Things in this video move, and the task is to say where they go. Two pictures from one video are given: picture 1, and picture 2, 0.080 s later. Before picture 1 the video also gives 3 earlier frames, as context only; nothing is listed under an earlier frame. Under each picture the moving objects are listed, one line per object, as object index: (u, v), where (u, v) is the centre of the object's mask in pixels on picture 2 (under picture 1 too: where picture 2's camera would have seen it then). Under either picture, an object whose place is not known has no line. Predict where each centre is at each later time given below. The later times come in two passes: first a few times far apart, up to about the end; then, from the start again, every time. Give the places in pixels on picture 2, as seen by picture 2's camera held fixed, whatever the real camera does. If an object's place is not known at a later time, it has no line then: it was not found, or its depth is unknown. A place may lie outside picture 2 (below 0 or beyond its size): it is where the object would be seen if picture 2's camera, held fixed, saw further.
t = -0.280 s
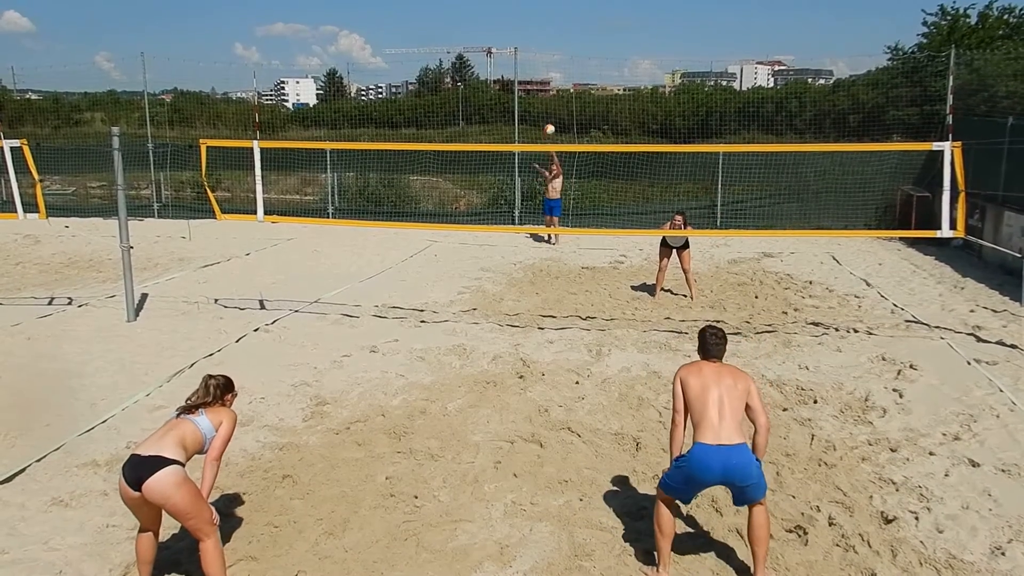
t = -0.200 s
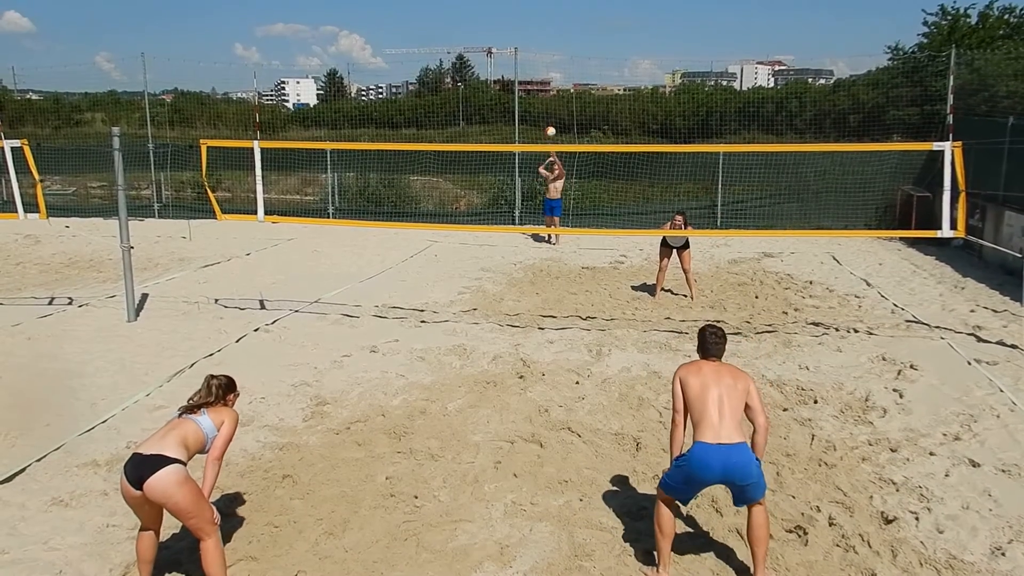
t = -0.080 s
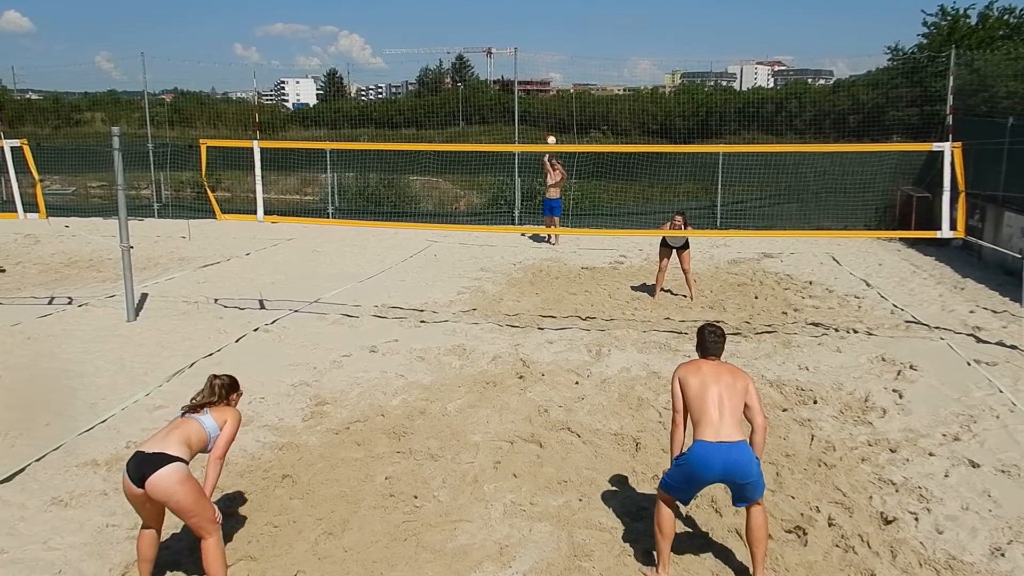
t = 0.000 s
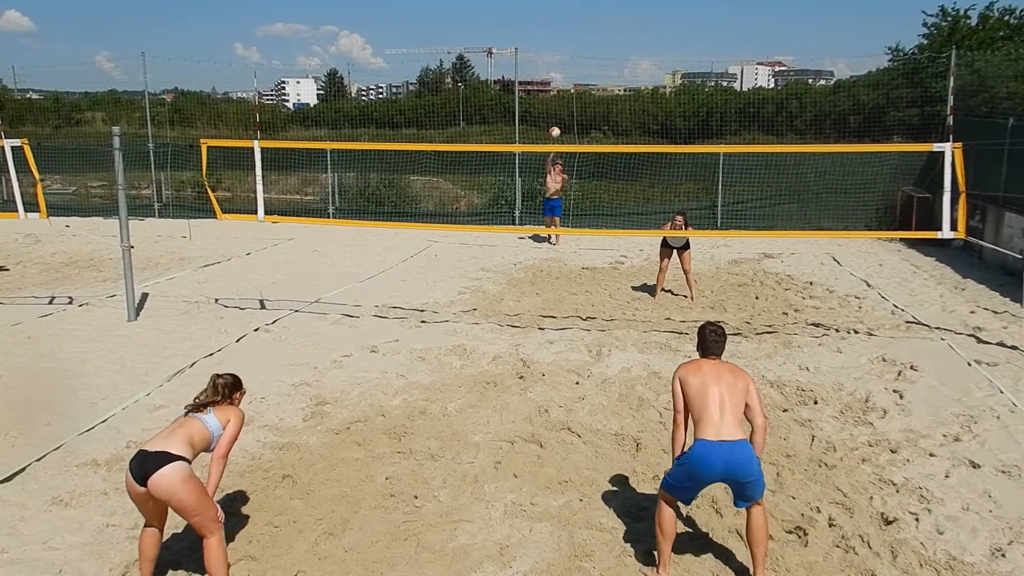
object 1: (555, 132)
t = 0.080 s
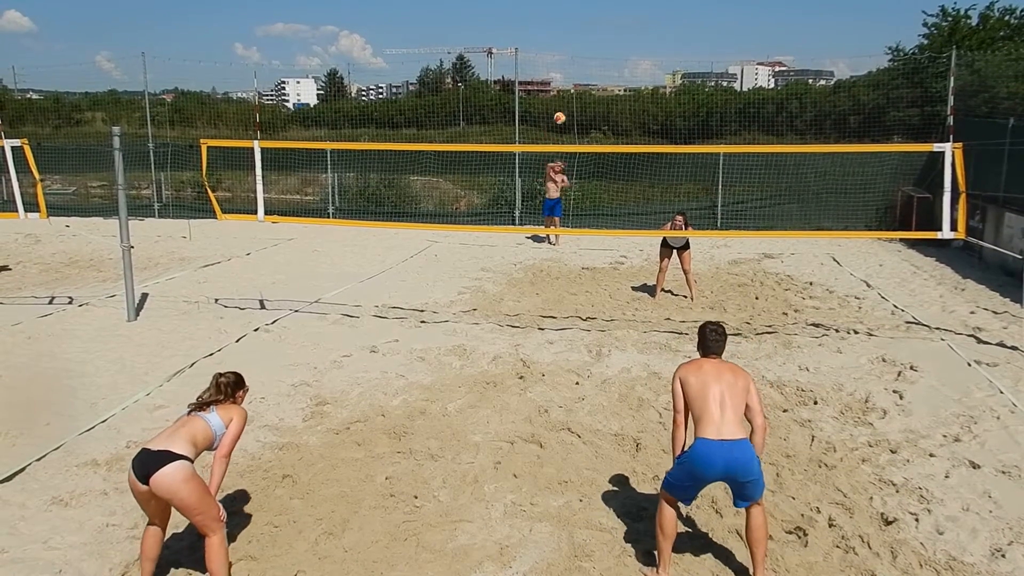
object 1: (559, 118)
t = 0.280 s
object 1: (573, 88)
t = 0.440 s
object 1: (589, 75)
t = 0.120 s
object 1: (562, 111)
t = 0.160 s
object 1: (565, 105)
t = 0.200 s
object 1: (568, 98)
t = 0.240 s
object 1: (570, 92)
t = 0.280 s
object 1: (573, 88)
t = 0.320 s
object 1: (576, 83)
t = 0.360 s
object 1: (580, 79)
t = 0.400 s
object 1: (584, 76)
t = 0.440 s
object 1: (589, 75)
